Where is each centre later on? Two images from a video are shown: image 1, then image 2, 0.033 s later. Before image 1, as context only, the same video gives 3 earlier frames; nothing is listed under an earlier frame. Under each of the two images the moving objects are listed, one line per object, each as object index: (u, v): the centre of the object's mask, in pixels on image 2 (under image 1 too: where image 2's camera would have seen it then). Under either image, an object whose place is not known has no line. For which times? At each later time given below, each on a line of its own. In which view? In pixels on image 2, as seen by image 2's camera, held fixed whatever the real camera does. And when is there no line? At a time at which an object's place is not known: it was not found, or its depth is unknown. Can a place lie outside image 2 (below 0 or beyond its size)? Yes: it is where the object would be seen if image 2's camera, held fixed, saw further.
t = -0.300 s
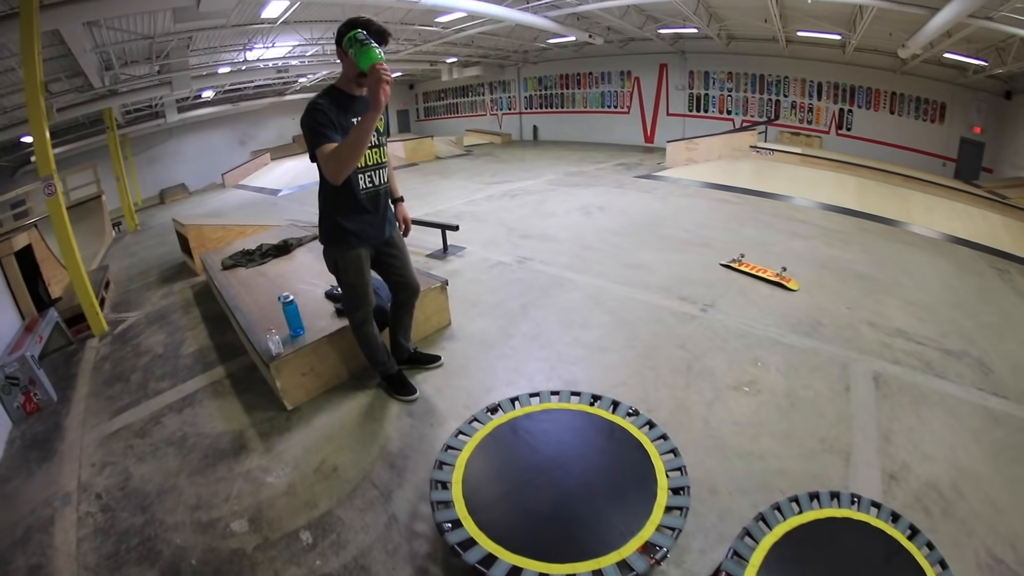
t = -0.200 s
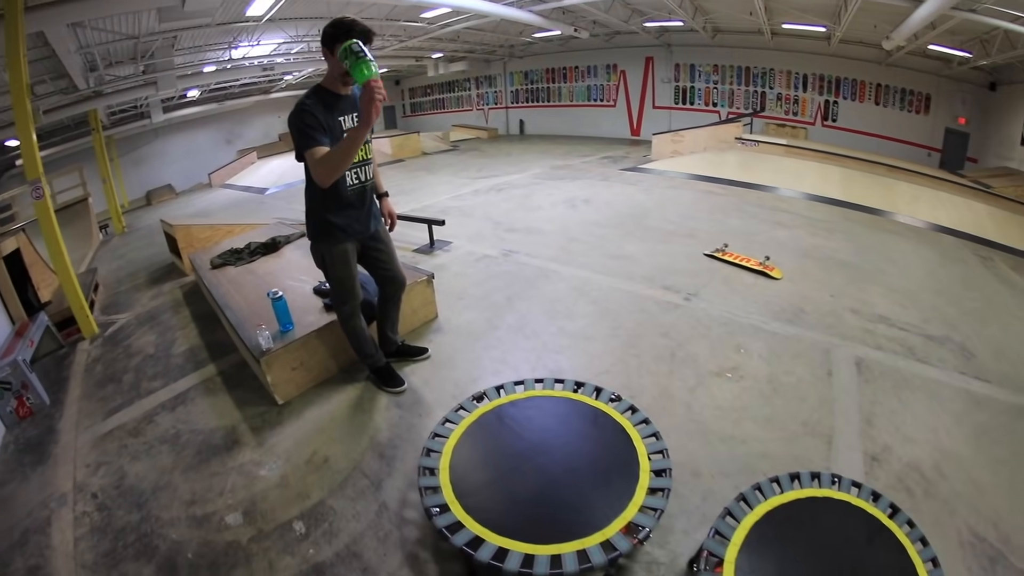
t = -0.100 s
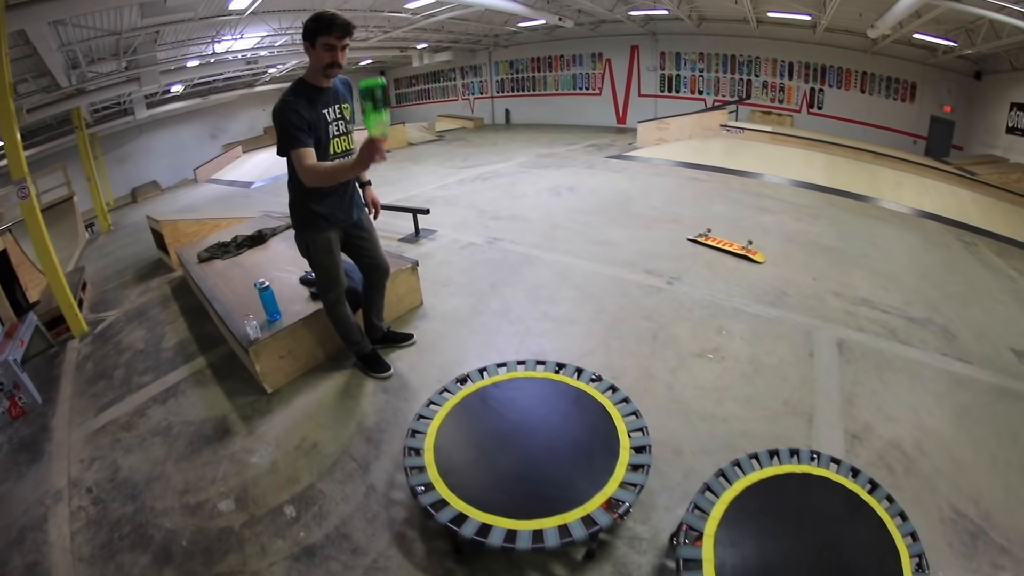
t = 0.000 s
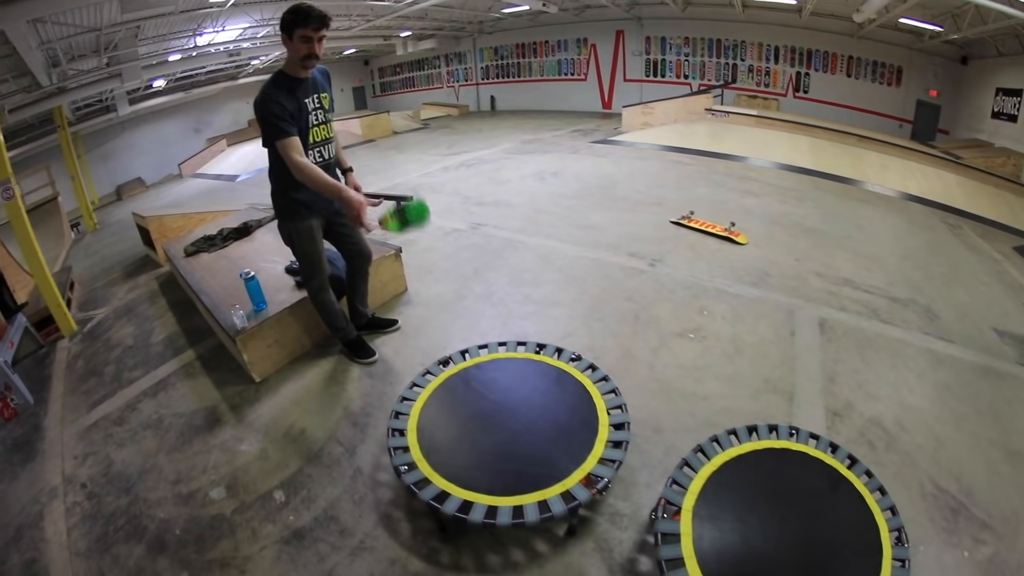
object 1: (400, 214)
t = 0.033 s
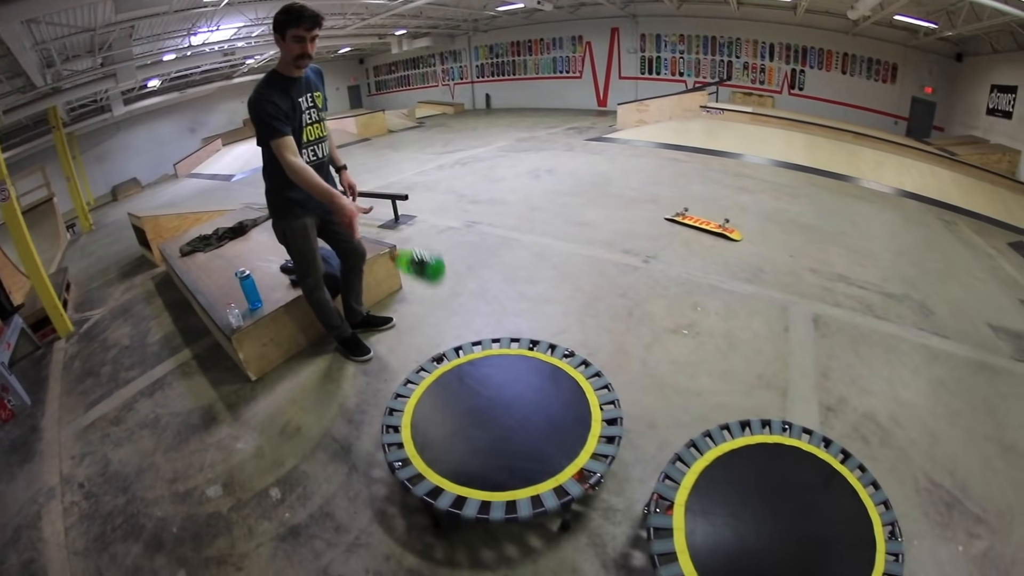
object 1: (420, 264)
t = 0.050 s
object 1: (429, 290)
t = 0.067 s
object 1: (438, 315)
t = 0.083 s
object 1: (447, 338)
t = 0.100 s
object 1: (457, 362)
